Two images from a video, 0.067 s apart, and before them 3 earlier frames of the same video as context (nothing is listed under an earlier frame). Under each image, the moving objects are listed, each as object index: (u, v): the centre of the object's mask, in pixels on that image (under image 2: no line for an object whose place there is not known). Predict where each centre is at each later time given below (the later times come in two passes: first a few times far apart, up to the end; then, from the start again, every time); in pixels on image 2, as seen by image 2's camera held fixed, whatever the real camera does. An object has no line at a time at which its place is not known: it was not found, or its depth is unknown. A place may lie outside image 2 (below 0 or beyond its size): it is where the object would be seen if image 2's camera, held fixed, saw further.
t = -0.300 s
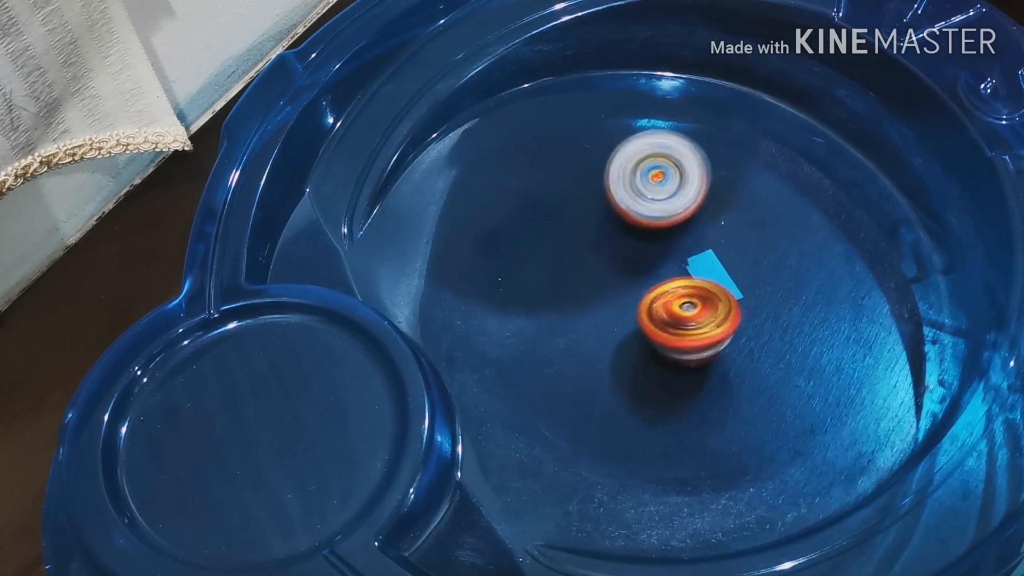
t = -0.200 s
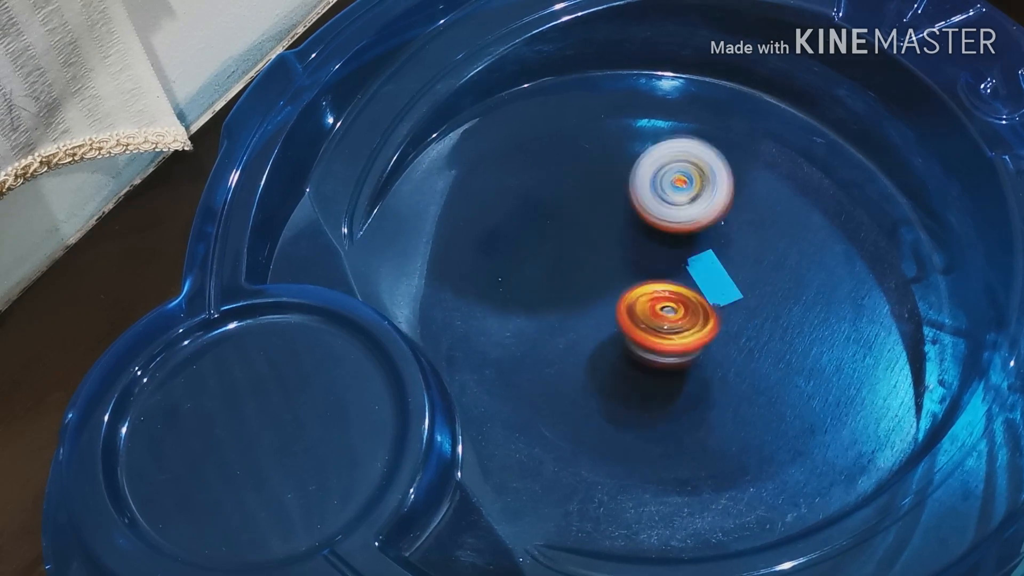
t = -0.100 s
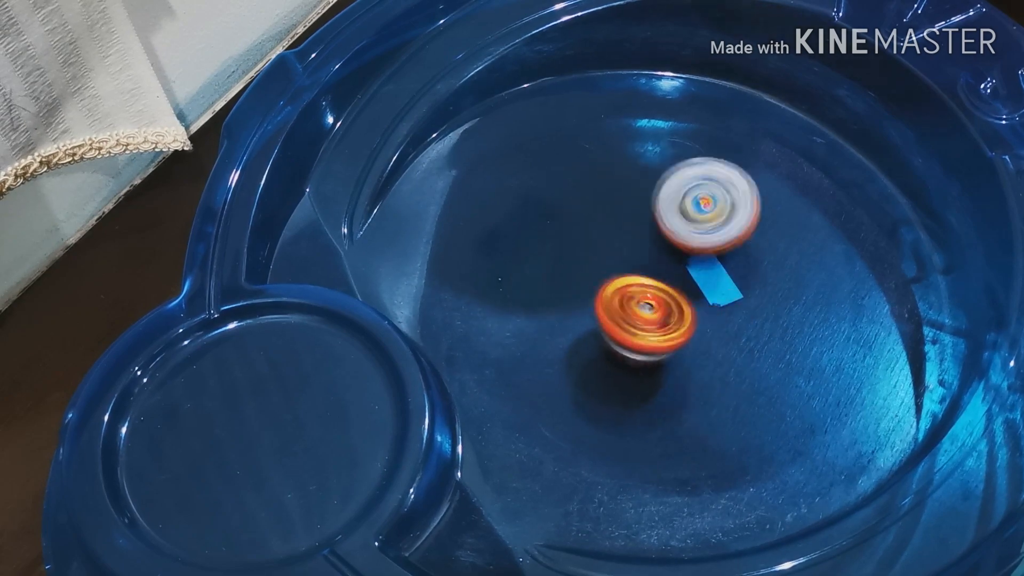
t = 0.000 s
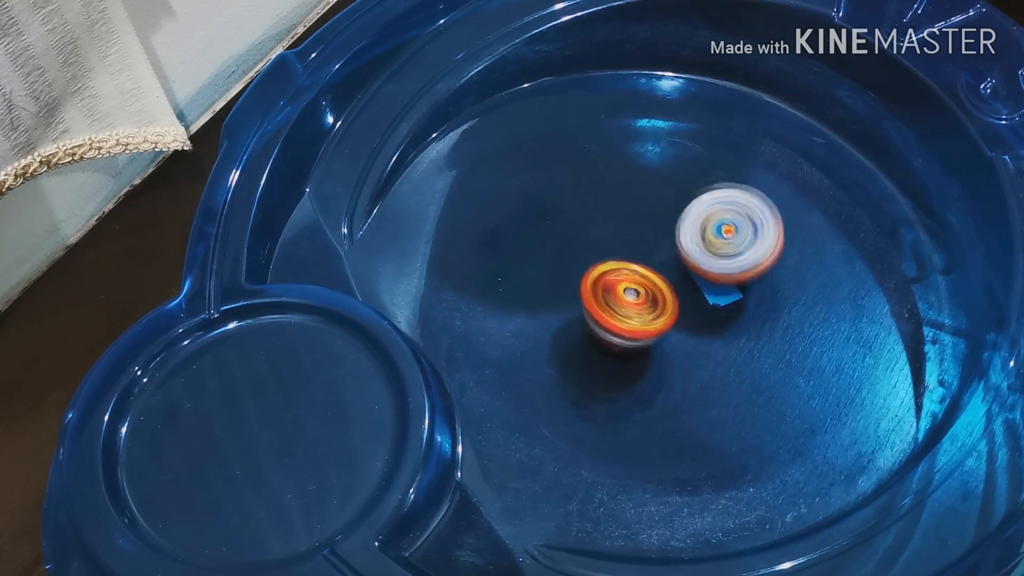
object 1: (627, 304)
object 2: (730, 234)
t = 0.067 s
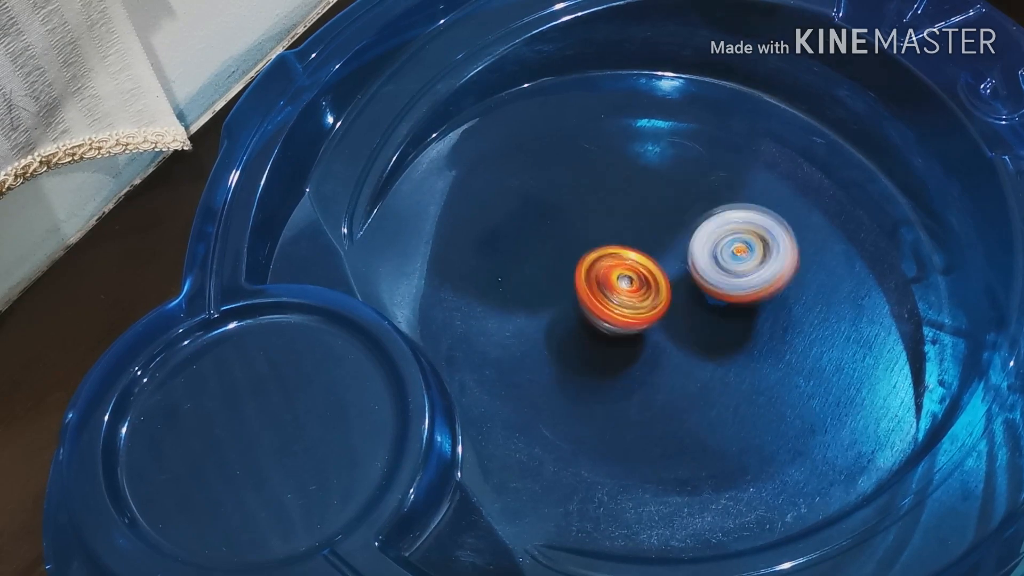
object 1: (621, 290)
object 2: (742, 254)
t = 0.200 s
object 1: (622, 258)
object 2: (753, 295)
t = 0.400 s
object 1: (652, 222)
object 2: (733, 346)
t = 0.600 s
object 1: (689, 214)
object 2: (680, 354)
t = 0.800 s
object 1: (711, 241)
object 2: (622, 317)
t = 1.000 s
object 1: (697, 276)
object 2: (591, 249)
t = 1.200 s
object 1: (653, 294)
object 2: (601, 193)
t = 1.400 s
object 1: (619, 280)
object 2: (642, 173)
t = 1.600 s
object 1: (616, 251)
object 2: (700, 194)
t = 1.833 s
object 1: (634, 243)
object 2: (776, 246)
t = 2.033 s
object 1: (658, 254)
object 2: (787, 298)
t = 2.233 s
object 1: (659, 260)
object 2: (723, 335)
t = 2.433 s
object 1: (657, 238)
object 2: (636, 337)
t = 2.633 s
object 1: (667, 210)
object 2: (581, 286)
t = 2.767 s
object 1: (676, 212)
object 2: (577, 239)
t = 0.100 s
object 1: (621, 282)
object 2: (746, 266)
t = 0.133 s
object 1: (620, 273)
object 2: (750, 277)
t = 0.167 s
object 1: (621, 265)
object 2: (753, 287)
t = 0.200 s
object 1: (622, 258)
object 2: (753, 295)
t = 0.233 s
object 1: (625, 251)
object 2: (753, 307)
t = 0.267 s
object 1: (629, 244)
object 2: (751, 317)
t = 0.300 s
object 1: (633, 236)
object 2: (749, 324)
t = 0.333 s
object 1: (639, 231)
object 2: (743, 333)
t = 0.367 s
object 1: (645, 224)
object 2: (738, 340)
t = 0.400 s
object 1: (652, 222)
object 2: (733, 346)
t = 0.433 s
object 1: (658, 217)
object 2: (724, 350)
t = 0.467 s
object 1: (666, 216)
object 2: (716, 354)
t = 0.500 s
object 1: (671, 215)
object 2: (707, 356)
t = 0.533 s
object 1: (678, 213)
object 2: (699, 356)
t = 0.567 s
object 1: (683, 214)
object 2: (688, 356)
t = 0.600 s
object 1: (689, 214)
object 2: (680, 354)
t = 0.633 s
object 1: (694, 218)
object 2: (671, 352)
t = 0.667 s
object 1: (699, 221)
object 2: (659, 346)
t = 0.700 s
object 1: (704, 226)
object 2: (650, 341)
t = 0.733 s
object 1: (707, 230)
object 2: (639, 334)
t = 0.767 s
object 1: (711, 235)
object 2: (632, 326)
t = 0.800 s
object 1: (711, 241)
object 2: (622, 317)
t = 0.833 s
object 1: (713, 247)
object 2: (614, 307)
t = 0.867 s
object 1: (711, 253)
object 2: (608, 297)
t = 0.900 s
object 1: (709, 260)
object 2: (601, 285)
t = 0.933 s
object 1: (706, 266)
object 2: (596, 273)
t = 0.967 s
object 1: (702, 271)
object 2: (592, 262)
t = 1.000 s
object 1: (697, 276)
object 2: (591, 249)
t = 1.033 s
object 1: (690, 281)
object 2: (588, 239)
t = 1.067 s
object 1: (683, 285)
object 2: (587, 227)
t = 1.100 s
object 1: (675, 289)
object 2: (590, 218)
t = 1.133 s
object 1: (668, 292)
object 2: (591, 208)
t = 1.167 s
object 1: (660, 294)
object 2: (595, 200)
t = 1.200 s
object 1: (653, 294)
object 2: (601, 193)
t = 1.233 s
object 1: (646, 293)
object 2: (606, 186)
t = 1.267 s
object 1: (638, 293)
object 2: (611, 181)
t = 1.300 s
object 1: (633, 291)
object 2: (619, 178)
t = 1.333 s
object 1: (626, 287)
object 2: (626, 174)
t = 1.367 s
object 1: (622, 285)
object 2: (634, 172)
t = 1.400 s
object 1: (619, 280)
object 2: (642, 173)
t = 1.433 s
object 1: (615, 275)
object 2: (651, 173)
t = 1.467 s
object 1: (615, 270)
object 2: (659, 174)
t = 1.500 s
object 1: (612, 264)
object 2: (669, 179)
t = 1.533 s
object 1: (614, 260)
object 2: (679, 182)
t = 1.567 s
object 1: (615, 256)
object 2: (689, 186)
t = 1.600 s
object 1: (616, 251)
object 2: (700, 194)
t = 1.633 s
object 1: (620, 248)
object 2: (710, 199)
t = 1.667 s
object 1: (624, 244)
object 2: (720, 206)
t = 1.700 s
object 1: (626, 242)
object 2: (733, 215)
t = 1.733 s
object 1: (626, 242)
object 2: (747, 222)
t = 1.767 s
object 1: (628, 241)
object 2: (757, 229)
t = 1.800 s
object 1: (632, 242)
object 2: (768, 238)
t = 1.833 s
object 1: (634, 243)
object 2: (776, 246)
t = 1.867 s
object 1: (640, 243)
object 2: (781, 255)
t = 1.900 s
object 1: (643, 245)
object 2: (788, 264)
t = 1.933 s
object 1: (647, 246)
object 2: (791, 273)
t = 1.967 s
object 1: (652, 249)
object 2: (790, 282)
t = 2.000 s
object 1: (654, 252)
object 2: (790, 291)
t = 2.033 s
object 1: (658, 254)
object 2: (787, 298)
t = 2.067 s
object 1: (658, 255)
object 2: (781, 308)
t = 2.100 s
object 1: (659, 257)
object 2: (774, 315)
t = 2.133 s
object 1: (660, 260)
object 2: (763, 320)
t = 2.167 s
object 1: (660, 261)
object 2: (752, 327)
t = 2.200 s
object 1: (659, 261)
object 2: (740, 332)
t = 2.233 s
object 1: (659, 260)
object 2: (723, 335)
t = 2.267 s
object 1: (659, 259)
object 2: (708, 338)
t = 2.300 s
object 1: (659, 259)
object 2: (694, 340)
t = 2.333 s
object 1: (660, 255)
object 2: (678, 341)
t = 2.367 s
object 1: (659, 250)
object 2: (663, 343)
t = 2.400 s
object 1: (657, 244)
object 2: (649, 340)
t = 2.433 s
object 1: (657, 238)
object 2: (636, 337)
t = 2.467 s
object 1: (659, 232)
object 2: (624, 332)
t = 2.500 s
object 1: (659, 225)
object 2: (610, 324)
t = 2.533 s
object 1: (661, 220)
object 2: (600, 316)
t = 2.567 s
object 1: (663, 217)
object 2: (593, 307)
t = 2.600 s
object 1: (664, 212)
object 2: (586, 297)
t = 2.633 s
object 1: (667, 210)
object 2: (581, 286)
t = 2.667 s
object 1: (668, 210)
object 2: (578, 273)
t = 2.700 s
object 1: (671, 209)
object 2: (576, 262)
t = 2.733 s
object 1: (675, 209)
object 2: (577, 250)
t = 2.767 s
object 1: (676, 212)
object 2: (577, 239)
